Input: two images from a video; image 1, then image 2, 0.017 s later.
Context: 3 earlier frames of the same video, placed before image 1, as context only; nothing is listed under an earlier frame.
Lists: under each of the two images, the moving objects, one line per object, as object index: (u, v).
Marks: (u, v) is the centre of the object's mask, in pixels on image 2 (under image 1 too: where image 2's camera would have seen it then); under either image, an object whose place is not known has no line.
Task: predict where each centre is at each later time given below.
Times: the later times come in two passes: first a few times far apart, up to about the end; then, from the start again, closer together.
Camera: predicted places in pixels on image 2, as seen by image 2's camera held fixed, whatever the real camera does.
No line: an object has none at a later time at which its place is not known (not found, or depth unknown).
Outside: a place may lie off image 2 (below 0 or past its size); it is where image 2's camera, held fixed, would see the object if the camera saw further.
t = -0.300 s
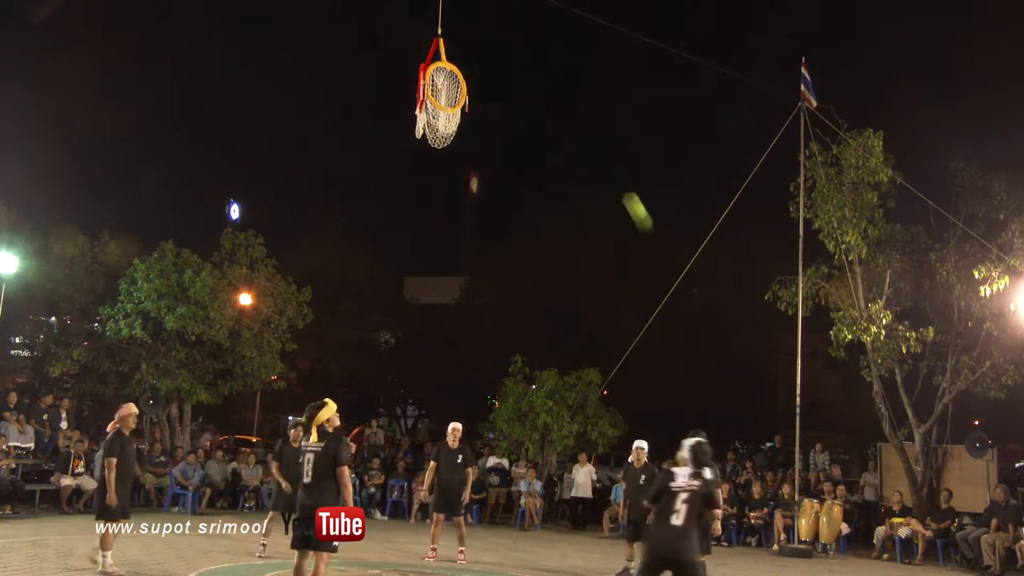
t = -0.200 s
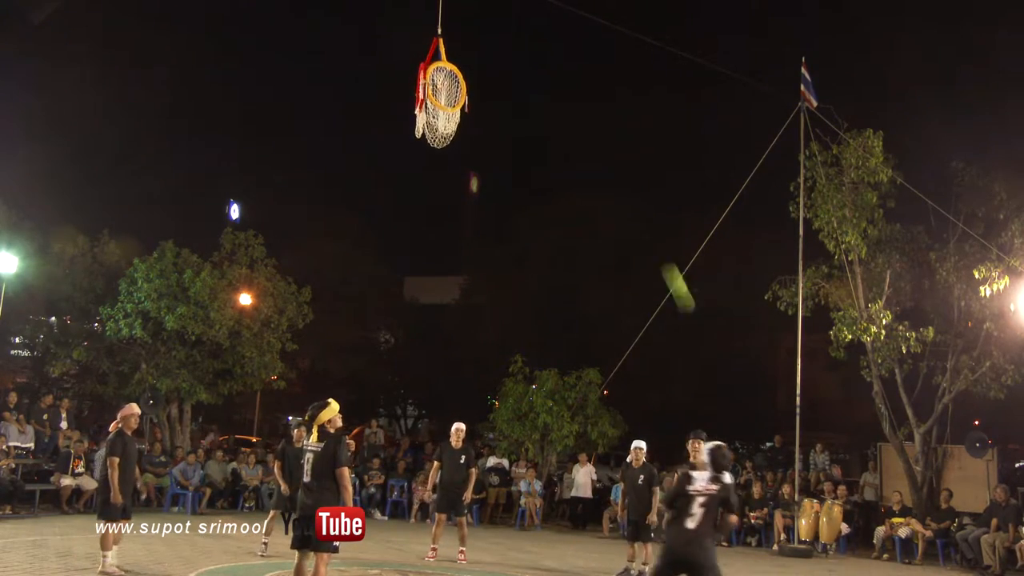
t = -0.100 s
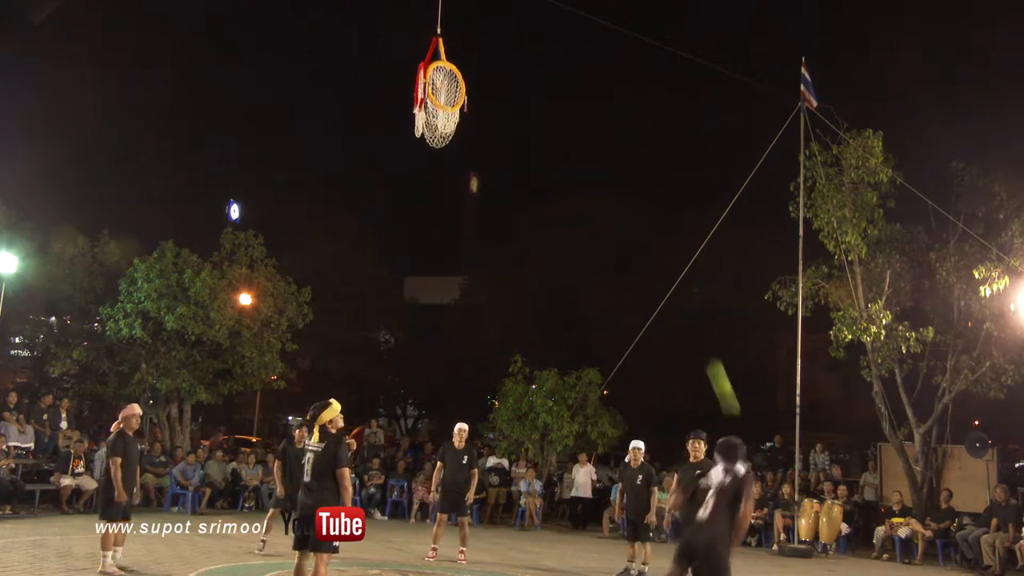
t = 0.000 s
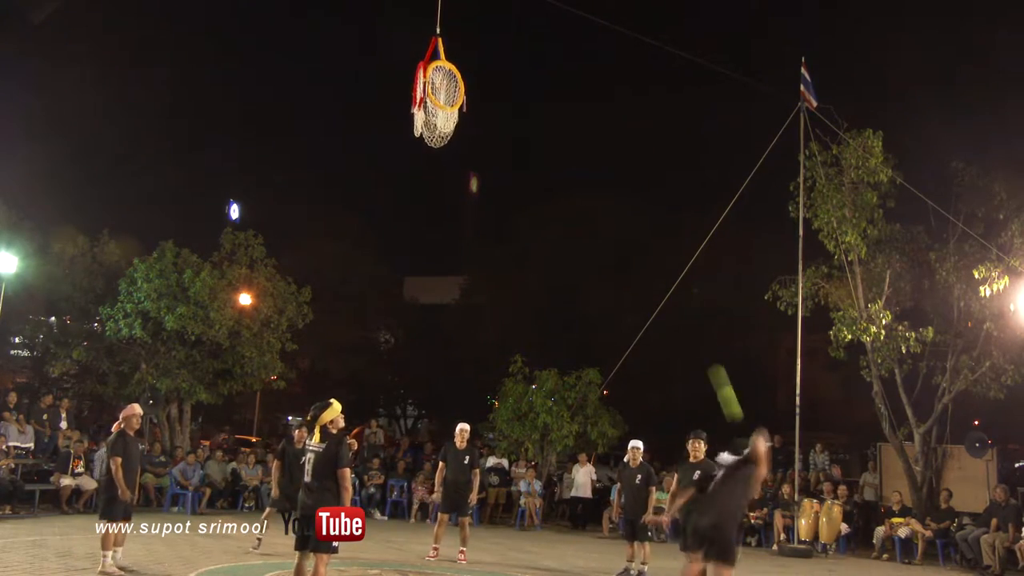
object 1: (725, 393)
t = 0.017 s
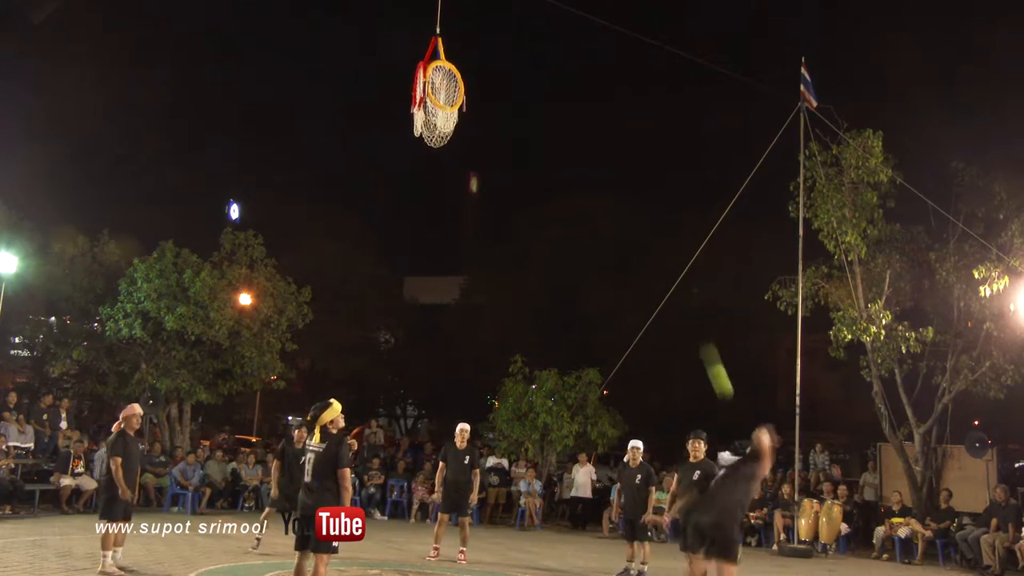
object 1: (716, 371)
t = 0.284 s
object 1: (612, 163)
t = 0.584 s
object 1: (518, 67)
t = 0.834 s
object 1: (455, 64)
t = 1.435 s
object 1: (434, 122)
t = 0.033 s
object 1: (711, 359)
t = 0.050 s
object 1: (703, 339)
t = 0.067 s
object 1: (694, 320)
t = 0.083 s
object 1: (689, 308)
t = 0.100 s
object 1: (681, 291)
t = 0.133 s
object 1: (669, 264)
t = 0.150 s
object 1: (661, 249)
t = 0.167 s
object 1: (653, 234)
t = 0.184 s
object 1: (649, 226)
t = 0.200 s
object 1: (641, 212)
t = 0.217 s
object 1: (634, 200)
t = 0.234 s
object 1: (629, 191)
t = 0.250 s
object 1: (623, 180)
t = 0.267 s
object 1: (616, 169)
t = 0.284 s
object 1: (612, 163)
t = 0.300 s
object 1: (605, 153)
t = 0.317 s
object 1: (599, 145)
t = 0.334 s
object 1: (594, 138)
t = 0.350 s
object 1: (588, 130)
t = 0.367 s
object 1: (583, 122)
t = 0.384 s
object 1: (576, 115)
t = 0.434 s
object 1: (562, 99)
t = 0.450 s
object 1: (557, 95)
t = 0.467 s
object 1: (552, 90)
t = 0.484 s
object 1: (546, 85)
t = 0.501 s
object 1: (542, 82)
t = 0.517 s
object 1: (537, 78)
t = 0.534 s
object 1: (532, 75)
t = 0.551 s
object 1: (527, 72)
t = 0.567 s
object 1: (523, 70)
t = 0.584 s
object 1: (518, 67)
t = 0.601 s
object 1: (514, 65)
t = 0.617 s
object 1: (509, 64)
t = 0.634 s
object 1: (504, 62)
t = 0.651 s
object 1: (500, 61)
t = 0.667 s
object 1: (496, 60)
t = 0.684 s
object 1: (491, 59)
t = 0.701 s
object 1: (487, 59)
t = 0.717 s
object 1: (482, 59)
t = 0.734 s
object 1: (478, 59)
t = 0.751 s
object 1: (474, 59)
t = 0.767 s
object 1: (470, 60)
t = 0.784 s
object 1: (466, 61)
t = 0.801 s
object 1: (462, 62)
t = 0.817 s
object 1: (458, 63)
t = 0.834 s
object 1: (455, 64)
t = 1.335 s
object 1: (428, 121)
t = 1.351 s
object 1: (429, 123)
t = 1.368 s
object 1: (431, 124)
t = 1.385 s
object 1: (432, 124)
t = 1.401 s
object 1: (433, 123)
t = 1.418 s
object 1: (433, 122)
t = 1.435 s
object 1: (434, 122)
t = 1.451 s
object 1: (433, 122)
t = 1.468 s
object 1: (434, 121)
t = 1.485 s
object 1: (434, 122)
